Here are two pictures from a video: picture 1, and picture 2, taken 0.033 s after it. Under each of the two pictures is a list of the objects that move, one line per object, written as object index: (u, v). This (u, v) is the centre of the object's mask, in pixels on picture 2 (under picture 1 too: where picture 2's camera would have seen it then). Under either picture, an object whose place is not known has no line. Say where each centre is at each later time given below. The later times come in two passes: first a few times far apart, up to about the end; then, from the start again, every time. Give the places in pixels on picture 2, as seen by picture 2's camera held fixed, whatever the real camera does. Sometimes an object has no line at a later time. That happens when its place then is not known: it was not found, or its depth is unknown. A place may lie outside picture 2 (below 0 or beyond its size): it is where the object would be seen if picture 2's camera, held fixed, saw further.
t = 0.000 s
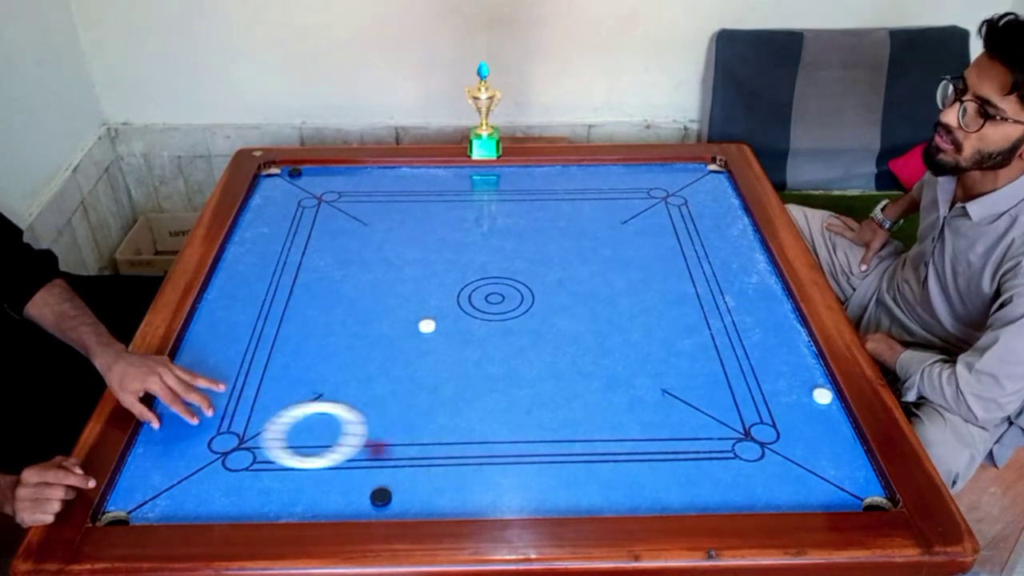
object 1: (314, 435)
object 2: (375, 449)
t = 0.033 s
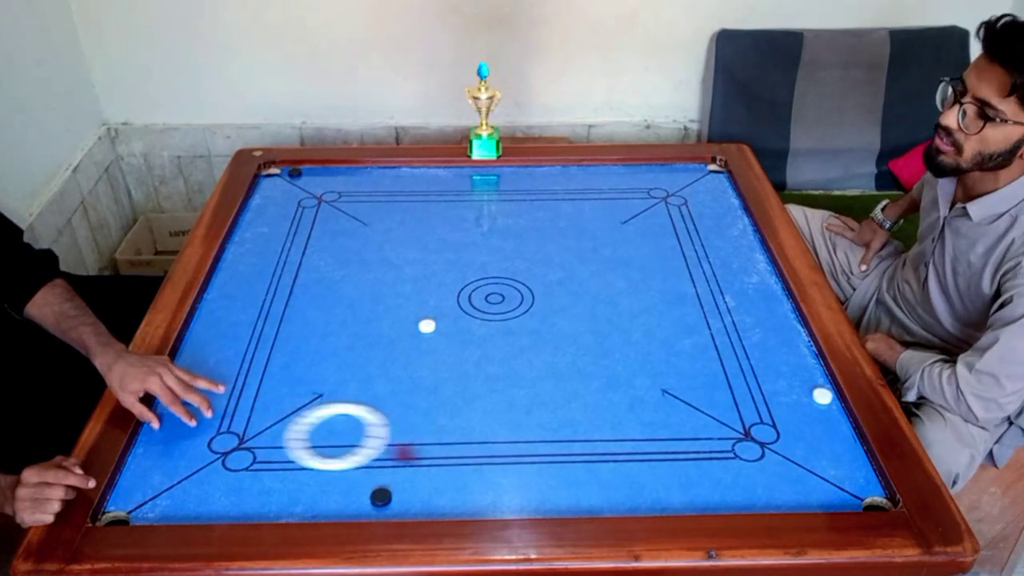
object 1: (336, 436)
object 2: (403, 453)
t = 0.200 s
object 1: (449, 443)
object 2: (543, 476)
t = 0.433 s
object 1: (605, 452)
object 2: (745, 507)
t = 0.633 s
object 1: (738, 459)
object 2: (866, 490)
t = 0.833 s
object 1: (810, 457)
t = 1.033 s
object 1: (734, 449)
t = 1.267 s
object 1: (650, 440)
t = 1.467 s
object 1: (583, 432)
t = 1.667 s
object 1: (520, 424)
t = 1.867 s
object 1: (460, 417)
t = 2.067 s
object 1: (404, 410)
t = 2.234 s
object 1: (360, 404)
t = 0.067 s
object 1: (359, 437)
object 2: (431, 458)
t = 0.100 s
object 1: (382, 439)
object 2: (458, 462)
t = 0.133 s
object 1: (404, 440)
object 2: (487, 467)
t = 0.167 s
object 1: (427, 441)
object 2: (514, 471)
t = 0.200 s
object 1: (449, 443)
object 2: (543, 476)
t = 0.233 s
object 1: (472, 444)
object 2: (571, 481)
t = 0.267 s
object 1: (494, 445)
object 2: (600, 485)
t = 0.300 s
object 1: (516, 446)
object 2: (629, 490)
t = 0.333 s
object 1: (538, 448)
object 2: (659, 496)
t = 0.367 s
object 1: (561, 449)
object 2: (688, 501)
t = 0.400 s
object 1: (583, 451)
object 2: (717, 505)
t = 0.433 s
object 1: (605, 452)
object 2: (745, 507)
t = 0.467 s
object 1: (627, 453)
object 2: (774, 508)
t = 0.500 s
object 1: (649, 454)
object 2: (798, 506)
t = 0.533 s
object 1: (672, 456)
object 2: (822, 503)
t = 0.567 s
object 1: (694, 457)
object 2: (844, 500)
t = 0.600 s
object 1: (716, 458)
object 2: (867, 492)
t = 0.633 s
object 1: (738, 459)
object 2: (866, 490)
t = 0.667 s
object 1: (759, 460)
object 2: (846, 486)
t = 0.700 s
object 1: (779, 461)
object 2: (837, 487)
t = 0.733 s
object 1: (795, 460)
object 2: (853, 499)
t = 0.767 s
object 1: (811, 459)
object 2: (869, 505)
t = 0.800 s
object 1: (821, 458)
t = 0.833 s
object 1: (810, 457)
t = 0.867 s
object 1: (797, 456)
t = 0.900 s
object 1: (784, 454)
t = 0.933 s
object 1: (771, 453)
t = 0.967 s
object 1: (759, 452)
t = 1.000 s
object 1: (746, 451)
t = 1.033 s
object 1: (734, 449)
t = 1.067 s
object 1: (722, 448)
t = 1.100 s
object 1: (710, 447)
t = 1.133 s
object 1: (697, 445)
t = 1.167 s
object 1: (685, 444)
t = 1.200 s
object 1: (673, 442)
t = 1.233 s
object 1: (662, 441)
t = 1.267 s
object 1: (650, 440)
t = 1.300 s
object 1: (639, 439)
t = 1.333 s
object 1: (627, 437)
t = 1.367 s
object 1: (616, 436)
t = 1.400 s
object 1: (605, 434)
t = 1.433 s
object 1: (594, 433)
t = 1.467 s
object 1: (583, 432)
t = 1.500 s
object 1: (572, 431)
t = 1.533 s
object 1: (561, 429)
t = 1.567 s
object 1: (551, 428)
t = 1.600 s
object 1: (540, 427)
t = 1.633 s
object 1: (530, 425)
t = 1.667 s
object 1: (520, 424)
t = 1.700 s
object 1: (509, 423)
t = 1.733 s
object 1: (500, 421)
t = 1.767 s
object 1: (489, 420)
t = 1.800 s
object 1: (480, 419)
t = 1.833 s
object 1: (470, 418)
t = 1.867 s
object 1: (460, 417)
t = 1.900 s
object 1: (450, 415)
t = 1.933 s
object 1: (441, 414)
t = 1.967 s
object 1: (432, 413)
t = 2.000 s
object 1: (423, 412)
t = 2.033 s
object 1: (413, 411)
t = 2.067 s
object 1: (404, 410)
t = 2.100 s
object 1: (395, 409)
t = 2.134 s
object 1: (386, 407)
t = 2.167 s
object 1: (377, 406)
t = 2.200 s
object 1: (369, 405)
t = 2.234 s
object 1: (360, 404)
